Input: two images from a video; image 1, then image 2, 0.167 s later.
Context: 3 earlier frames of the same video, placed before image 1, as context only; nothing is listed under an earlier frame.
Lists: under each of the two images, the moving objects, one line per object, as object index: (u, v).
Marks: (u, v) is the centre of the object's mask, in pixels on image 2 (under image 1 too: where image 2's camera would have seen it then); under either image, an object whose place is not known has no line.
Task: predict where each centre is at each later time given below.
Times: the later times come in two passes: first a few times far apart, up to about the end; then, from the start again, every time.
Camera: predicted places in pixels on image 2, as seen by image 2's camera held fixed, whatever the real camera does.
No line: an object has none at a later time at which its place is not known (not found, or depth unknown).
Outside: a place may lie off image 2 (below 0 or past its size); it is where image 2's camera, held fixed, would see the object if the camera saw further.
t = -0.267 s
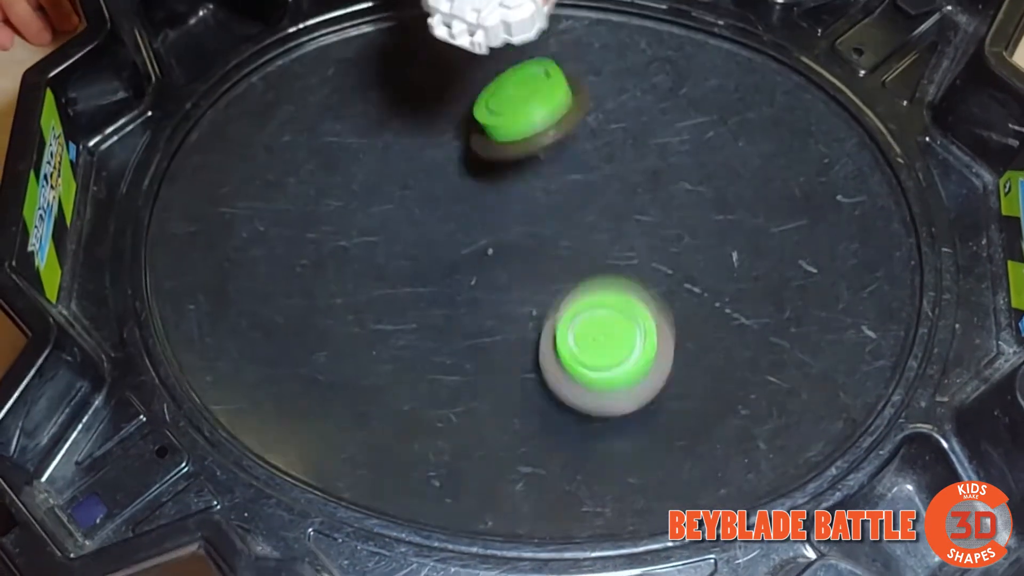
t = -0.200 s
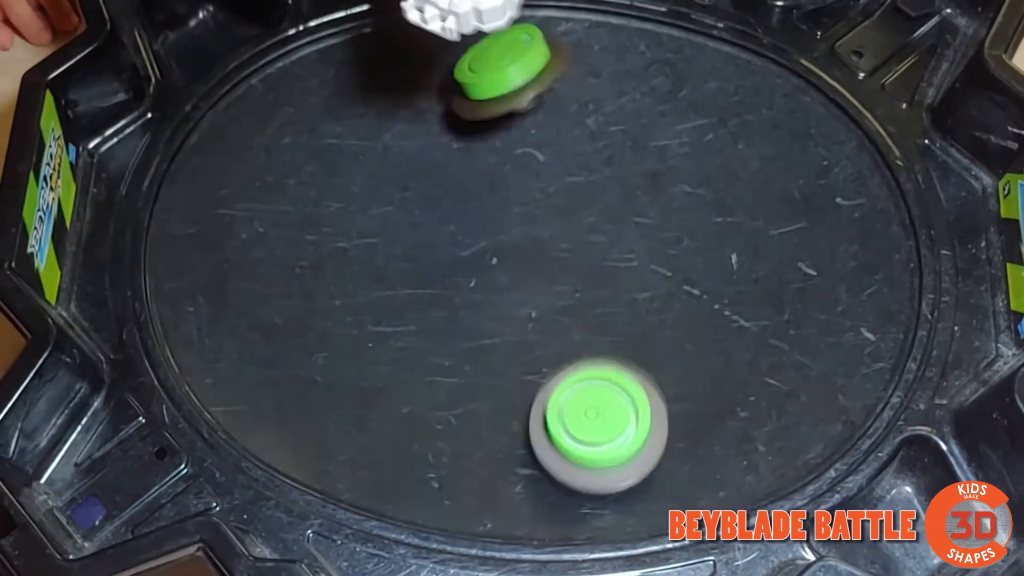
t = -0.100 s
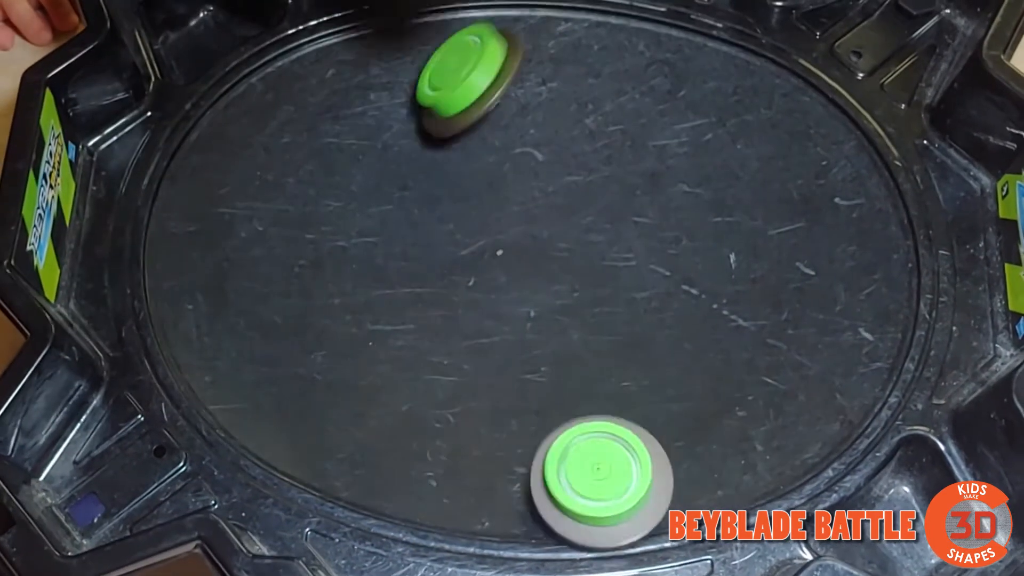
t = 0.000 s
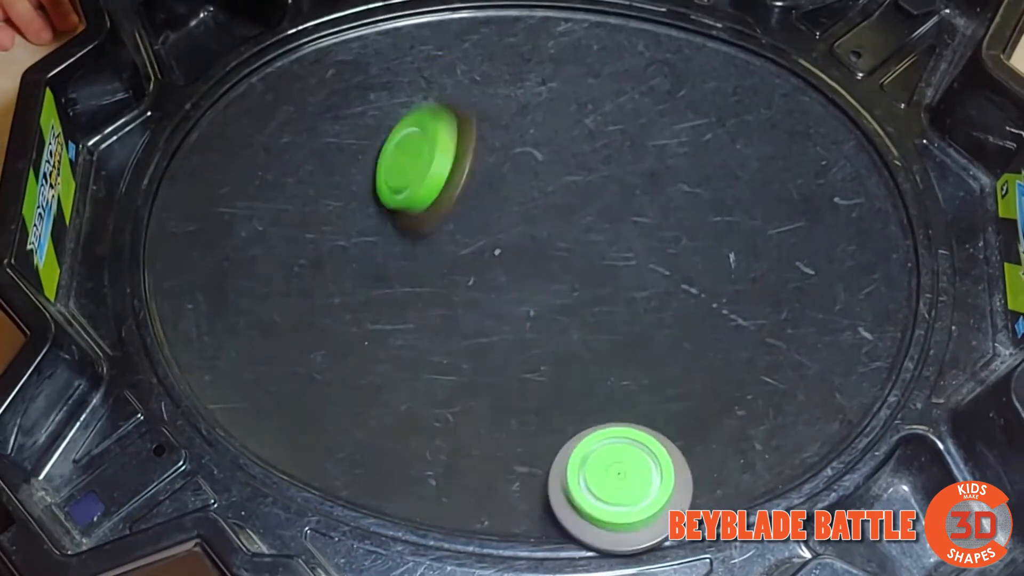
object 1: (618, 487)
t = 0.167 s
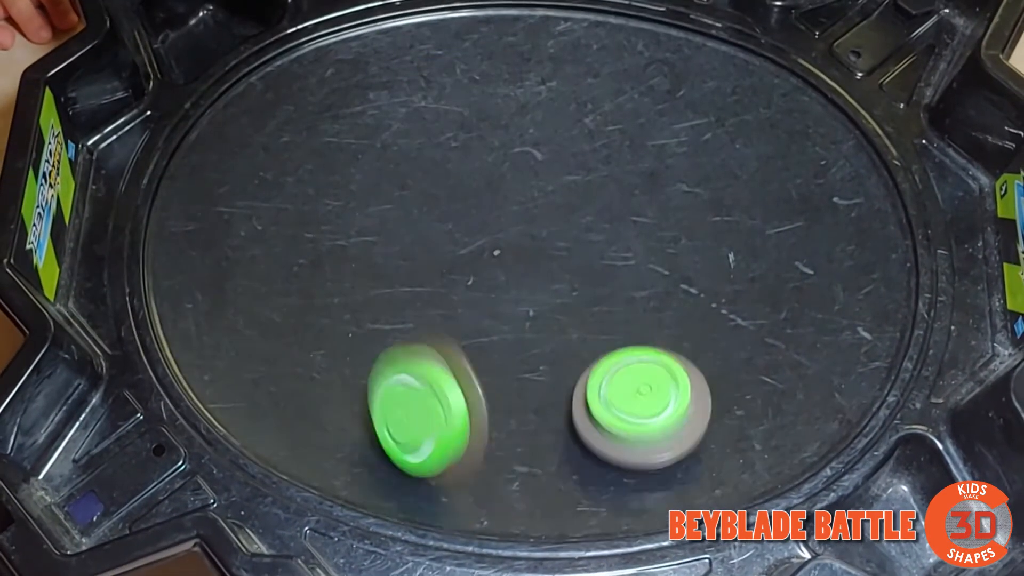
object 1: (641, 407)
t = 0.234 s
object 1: (642, 352)
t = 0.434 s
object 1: (573, 236)
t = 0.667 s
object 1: (373, 240)
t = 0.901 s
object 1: (292, 370)
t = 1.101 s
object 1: (397, 413)
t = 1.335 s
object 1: (497, 325)
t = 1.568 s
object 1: (480, 244)
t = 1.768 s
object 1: (425, 226)
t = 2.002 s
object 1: (407, 257)
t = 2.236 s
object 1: (450, 261)
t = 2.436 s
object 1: (481, 235)
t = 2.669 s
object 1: (486, 215)
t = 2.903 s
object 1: (486, 220)
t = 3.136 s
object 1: (505, 233)
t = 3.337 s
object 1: (540, 231)
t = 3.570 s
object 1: (557, 236)
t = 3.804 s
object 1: (561, 243)
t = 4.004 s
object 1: (573, 258)
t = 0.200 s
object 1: (642, 381)
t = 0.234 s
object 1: (642, 352)
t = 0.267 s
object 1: (640, 327)
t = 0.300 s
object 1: (633, 302)
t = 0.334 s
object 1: (623, 278)
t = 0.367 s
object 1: (609, 261)
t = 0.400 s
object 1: (592, 246)
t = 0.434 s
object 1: (573, 236)
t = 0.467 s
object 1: (550, 226)
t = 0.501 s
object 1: (523, 221)
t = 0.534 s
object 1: (496, 219)
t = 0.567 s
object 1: (461, 220)
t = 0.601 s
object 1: (428, 223)
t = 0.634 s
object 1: (399, 230)
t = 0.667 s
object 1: (373, 240)
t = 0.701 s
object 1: (347, 252)
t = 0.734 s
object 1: (326, 268)
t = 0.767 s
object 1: (308, 286)
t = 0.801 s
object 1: (295, 306)
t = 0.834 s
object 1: (288, 328)
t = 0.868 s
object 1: (287, 349)
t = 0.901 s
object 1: (292, 370)
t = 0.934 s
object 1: (303, 388)
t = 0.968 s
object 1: (317, 401)
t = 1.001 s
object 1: (336, 411)
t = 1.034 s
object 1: (355, 416)
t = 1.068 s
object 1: (376, 417)
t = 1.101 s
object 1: (397, 413)
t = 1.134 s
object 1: (417, 406)
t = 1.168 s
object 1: (436, 396)
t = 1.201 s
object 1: (452, 384)
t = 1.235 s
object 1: (466, 370)
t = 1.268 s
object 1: (479, 356)
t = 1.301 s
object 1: (489, 340)
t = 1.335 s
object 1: (497, 325)
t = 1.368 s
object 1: (501, 310)
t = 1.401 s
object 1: (503, 295)
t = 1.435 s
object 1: (502, 282)
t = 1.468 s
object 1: (499, 272)
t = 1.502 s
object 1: (494, 261)
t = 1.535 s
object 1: (488, 252)
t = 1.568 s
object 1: (480, 244)
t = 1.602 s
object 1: (472, 236)
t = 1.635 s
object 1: (462, 231)
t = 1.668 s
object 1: (452, 227)
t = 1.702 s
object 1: (442, 225)
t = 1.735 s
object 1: (433, 225)
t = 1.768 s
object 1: (425, 226)
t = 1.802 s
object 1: (418, 228)
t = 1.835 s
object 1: (411, 232)
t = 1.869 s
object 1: (407, 236)
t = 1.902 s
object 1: (405, 242)
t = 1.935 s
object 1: (404, 248)
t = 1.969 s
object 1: (405, 253)
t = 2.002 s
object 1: (407, 257)
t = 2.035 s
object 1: (411, 260)
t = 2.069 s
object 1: (416, 262)
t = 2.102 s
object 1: (421, 264)
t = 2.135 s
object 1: (428, 264)
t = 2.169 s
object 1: (435, 264)
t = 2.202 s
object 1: (443, 263)
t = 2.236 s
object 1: (450, 261)
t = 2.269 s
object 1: (457, 258)
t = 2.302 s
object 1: (464, 255)
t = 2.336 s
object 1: (469, 251)
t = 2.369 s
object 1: (473, 246)
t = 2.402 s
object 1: (477, 240)
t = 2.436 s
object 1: (481, 235)
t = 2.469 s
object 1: (483, 230)
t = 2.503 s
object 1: (485, 226)
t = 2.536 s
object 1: (486, 222)
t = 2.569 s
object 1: (487, 220)
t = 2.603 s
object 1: (487, 218)
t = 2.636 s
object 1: (487, 216)
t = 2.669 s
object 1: (486, 215)
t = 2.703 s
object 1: (485, 215)
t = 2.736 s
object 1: (485, 215)
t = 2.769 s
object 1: (485, 215)
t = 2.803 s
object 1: (485, 216)
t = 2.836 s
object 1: (485, 217)
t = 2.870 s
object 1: (485, 219)
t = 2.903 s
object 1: (486, 220)
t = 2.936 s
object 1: (487, 223)
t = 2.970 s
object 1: (489, 224)
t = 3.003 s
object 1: (492, 227)
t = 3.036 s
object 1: (494, 229)
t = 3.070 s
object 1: (497, 231)
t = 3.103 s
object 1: (501, 232)
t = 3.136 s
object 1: (505, 233)
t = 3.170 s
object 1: (510, 233)
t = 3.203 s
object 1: (516, 233)
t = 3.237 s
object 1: (522, 233)
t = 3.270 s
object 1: (528, 232)
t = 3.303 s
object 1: (534, 232)
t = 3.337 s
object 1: (540, 231)
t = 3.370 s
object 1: (544, 232)
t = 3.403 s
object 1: (548, 233)
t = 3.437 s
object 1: (551, 233)
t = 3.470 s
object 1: (553, 234)
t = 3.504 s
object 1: (554, 235)
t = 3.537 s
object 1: (556, 235)
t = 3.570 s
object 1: (557, 236)
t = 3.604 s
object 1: (557, 237)
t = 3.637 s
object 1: (558, 238)
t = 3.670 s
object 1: (558, 238)
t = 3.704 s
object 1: (559, 239)
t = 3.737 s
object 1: (559, 241)
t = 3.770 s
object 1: (560, 242)
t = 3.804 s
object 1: (561, 243)
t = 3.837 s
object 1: (562, 245)
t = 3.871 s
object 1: (564, 247)
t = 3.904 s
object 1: (566, 250)
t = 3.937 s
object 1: (568, 252)
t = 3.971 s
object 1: (570, 255)
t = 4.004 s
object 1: (573, 258)
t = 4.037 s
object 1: (575, 261)
